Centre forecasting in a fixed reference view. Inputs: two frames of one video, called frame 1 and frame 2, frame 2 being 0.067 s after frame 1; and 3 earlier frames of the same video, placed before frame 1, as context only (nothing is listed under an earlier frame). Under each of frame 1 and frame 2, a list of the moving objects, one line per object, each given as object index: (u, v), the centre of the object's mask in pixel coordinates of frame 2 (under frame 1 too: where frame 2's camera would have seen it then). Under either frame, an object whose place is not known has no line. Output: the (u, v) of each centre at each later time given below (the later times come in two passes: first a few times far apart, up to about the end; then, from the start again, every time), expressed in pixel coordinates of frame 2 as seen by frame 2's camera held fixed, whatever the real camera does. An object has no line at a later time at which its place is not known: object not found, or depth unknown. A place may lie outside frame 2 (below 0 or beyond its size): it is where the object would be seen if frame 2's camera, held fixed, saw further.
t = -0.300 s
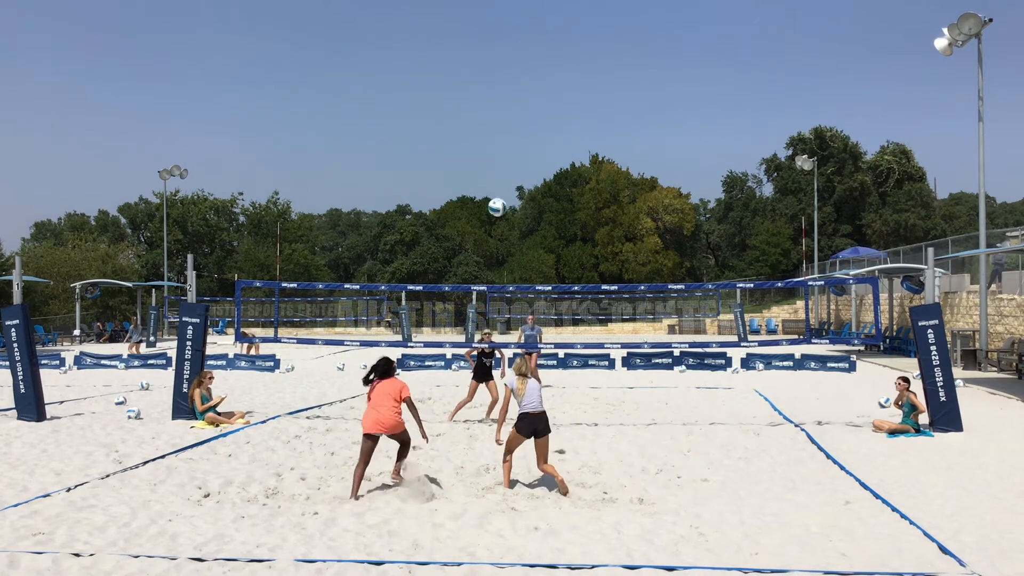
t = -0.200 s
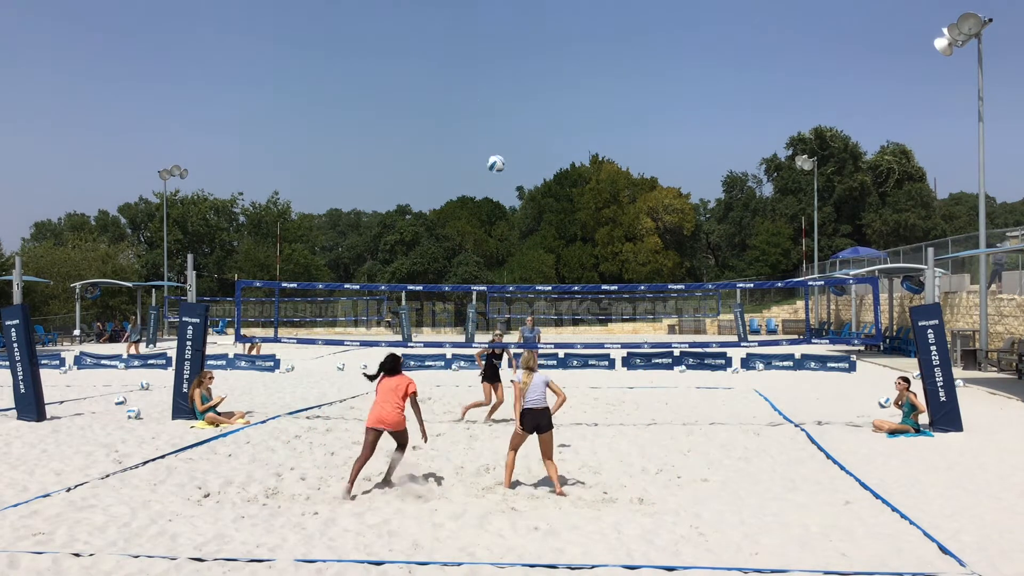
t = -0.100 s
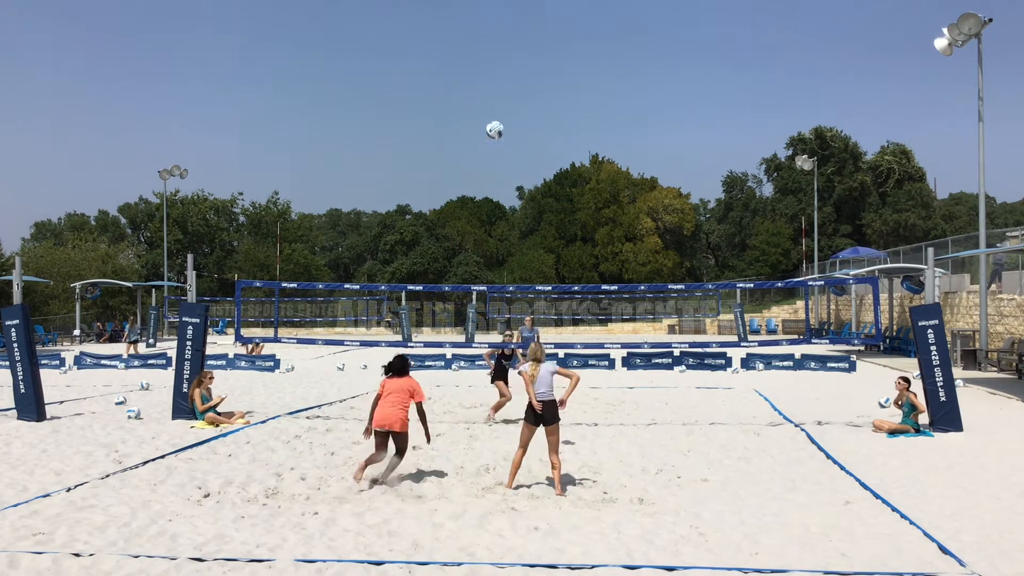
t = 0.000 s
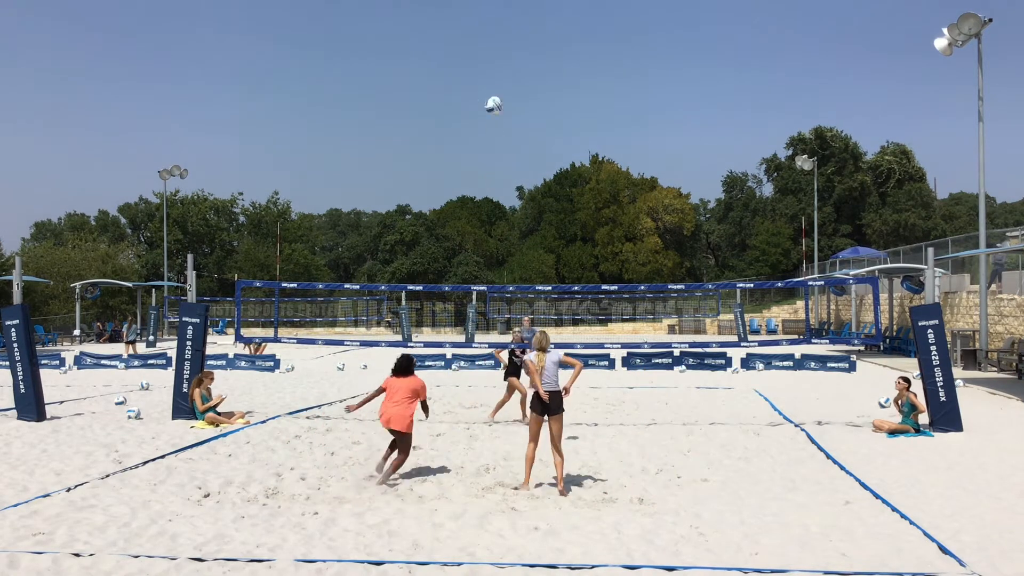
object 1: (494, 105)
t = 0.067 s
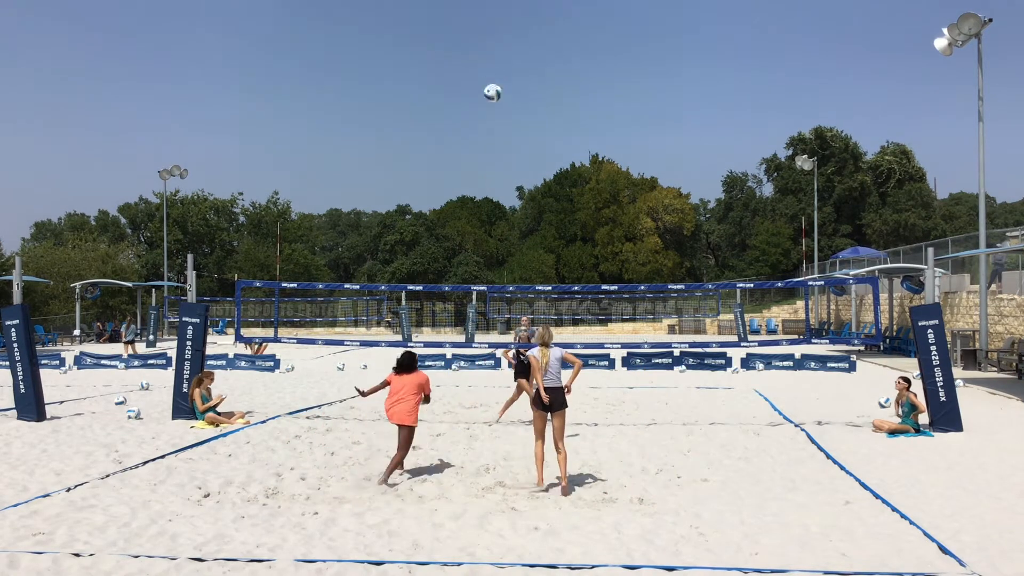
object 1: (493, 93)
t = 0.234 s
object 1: (491, 78)
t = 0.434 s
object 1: (488, 87)
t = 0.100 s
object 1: (493, 88)
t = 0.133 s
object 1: (492, 84)
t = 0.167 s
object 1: (492, 81)
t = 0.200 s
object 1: (491, 79)
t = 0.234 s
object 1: (491, 78)
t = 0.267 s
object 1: (490, 77)
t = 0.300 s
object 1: (490, 77)
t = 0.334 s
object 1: (490, 79)
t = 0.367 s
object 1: (489, 81)
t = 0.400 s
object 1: (488, 84)
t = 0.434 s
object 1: (488, 87)
